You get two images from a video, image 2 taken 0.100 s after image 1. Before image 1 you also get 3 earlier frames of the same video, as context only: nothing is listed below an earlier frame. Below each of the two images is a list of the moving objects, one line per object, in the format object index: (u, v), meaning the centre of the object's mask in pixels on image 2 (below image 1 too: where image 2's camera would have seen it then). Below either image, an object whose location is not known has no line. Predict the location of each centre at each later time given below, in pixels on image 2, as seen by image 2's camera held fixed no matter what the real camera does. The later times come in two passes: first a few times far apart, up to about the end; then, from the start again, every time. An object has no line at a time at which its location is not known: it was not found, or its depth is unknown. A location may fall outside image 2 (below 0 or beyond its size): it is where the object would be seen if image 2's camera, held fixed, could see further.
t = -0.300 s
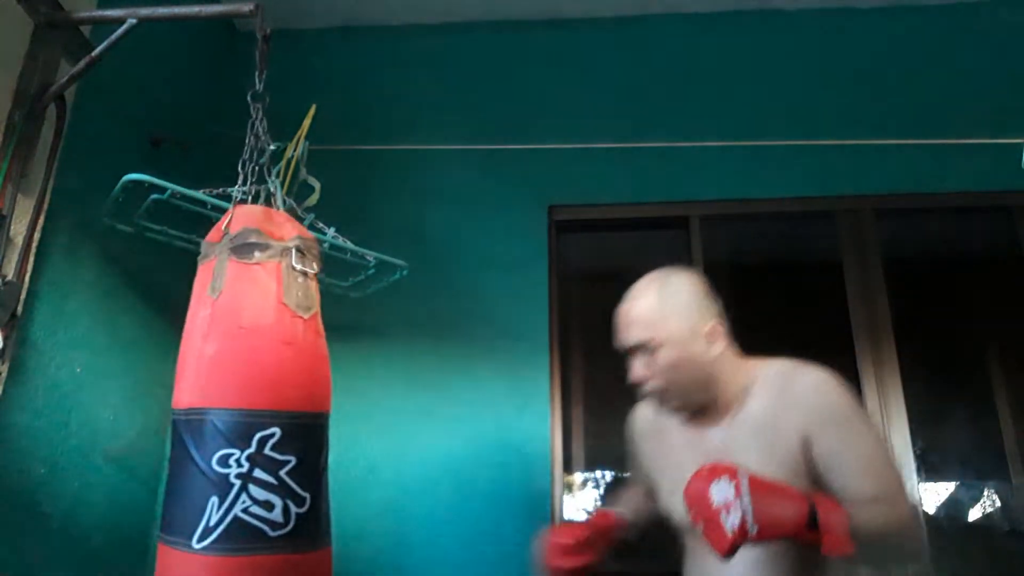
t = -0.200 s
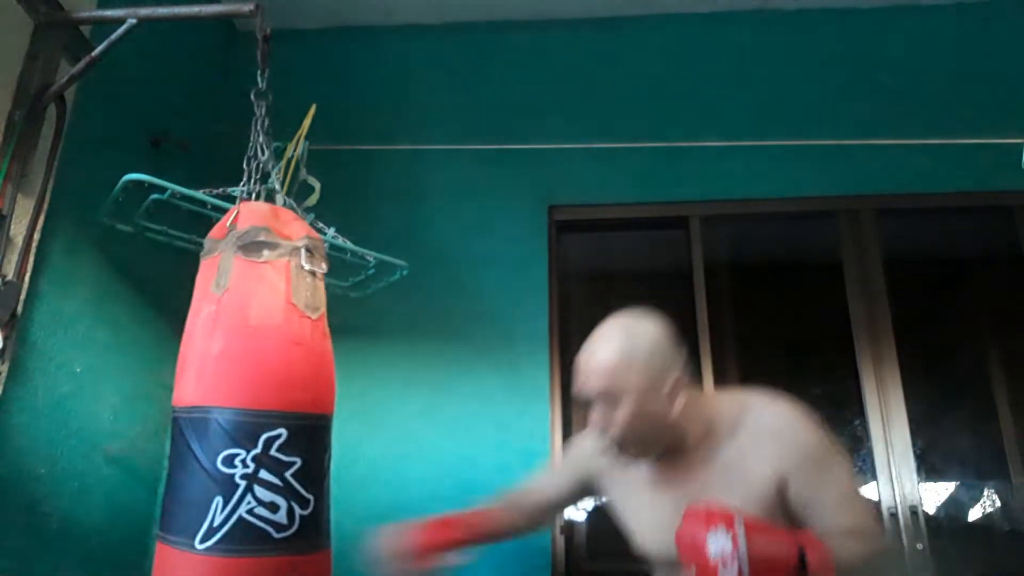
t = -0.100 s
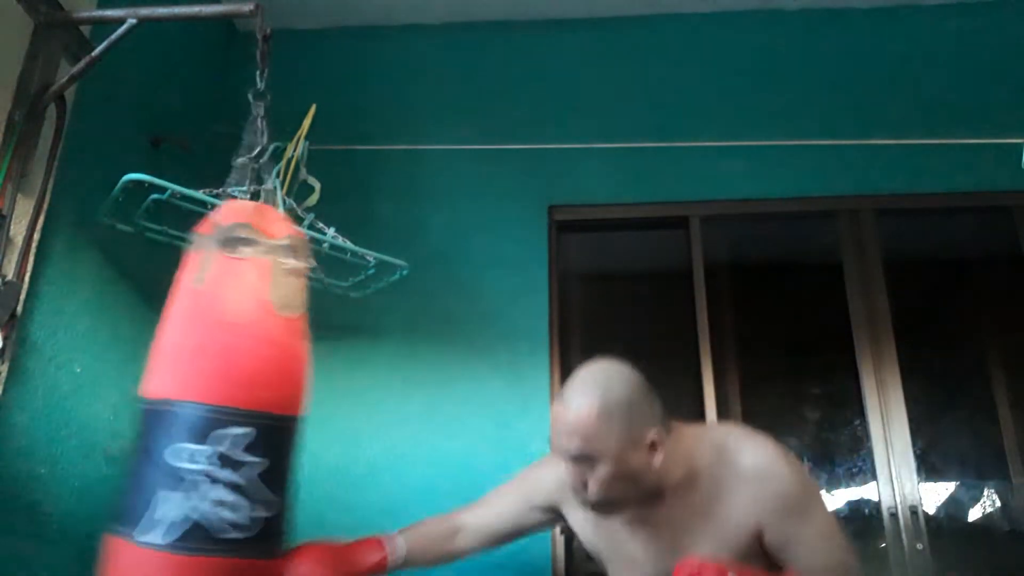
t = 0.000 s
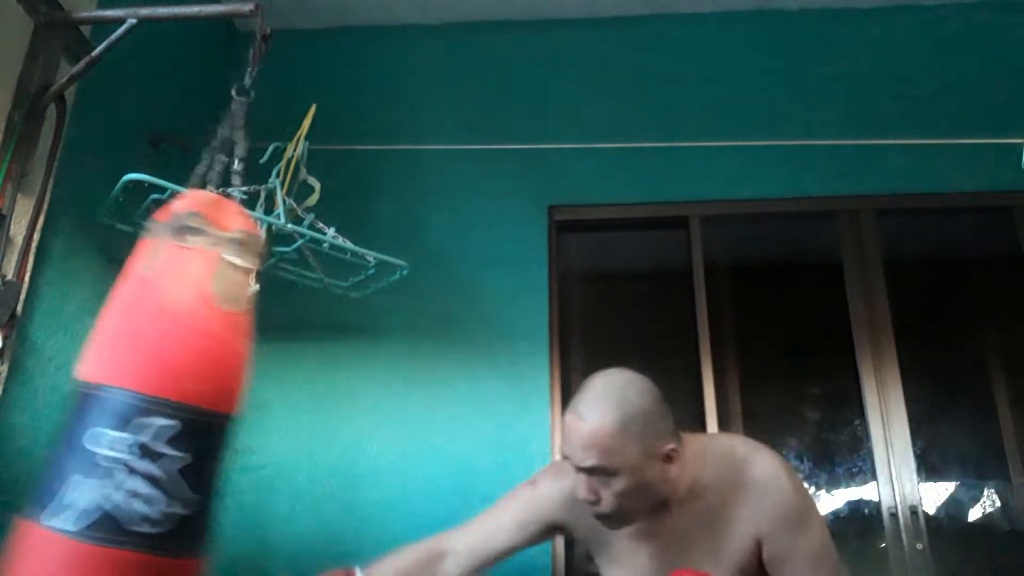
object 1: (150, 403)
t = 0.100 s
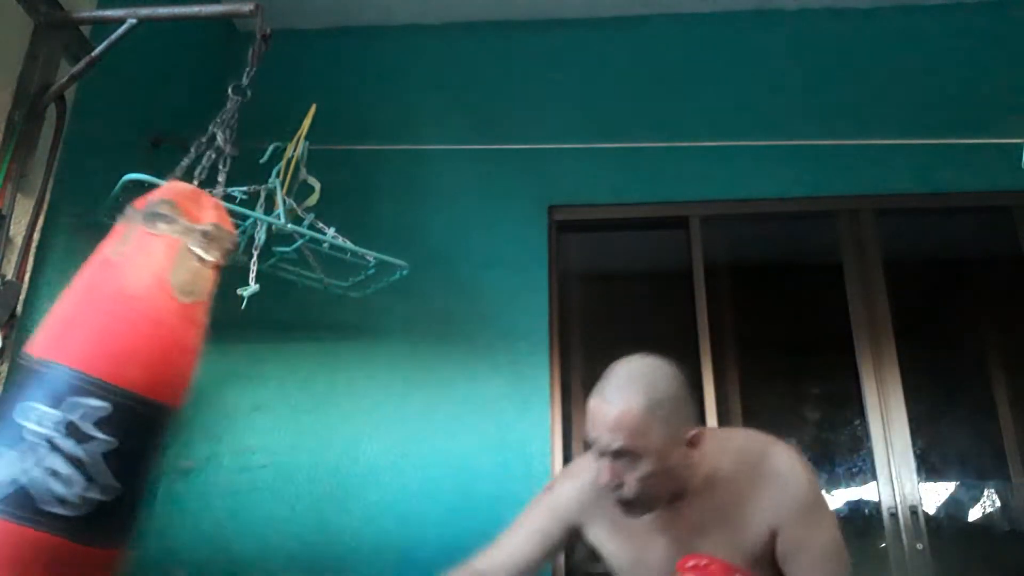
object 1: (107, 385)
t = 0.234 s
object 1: (79, 355)
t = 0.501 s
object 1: (102, 362)
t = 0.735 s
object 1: (164, 390)
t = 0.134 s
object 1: (97, 373)
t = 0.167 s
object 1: (90, 361)
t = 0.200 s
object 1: (83, 358)
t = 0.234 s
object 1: (79, 355)
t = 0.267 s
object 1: (81, 353)
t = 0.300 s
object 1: (87, 353)
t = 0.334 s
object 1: (92, 356)
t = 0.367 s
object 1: (97, 357)
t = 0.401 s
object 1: (100, 356)
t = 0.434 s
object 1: (101, 357)
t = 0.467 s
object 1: (101, 359)
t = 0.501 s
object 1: (102, 362)
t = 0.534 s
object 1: (105, 365)
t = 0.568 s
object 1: (111, 370)
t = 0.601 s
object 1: (118, 374)
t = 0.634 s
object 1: (128, 380)
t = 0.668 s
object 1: (139, 383)
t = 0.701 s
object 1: (149, 387)
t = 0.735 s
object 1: (164, 390)
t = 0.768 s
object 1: (177, 390)
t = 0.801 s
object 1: (190, 390)
